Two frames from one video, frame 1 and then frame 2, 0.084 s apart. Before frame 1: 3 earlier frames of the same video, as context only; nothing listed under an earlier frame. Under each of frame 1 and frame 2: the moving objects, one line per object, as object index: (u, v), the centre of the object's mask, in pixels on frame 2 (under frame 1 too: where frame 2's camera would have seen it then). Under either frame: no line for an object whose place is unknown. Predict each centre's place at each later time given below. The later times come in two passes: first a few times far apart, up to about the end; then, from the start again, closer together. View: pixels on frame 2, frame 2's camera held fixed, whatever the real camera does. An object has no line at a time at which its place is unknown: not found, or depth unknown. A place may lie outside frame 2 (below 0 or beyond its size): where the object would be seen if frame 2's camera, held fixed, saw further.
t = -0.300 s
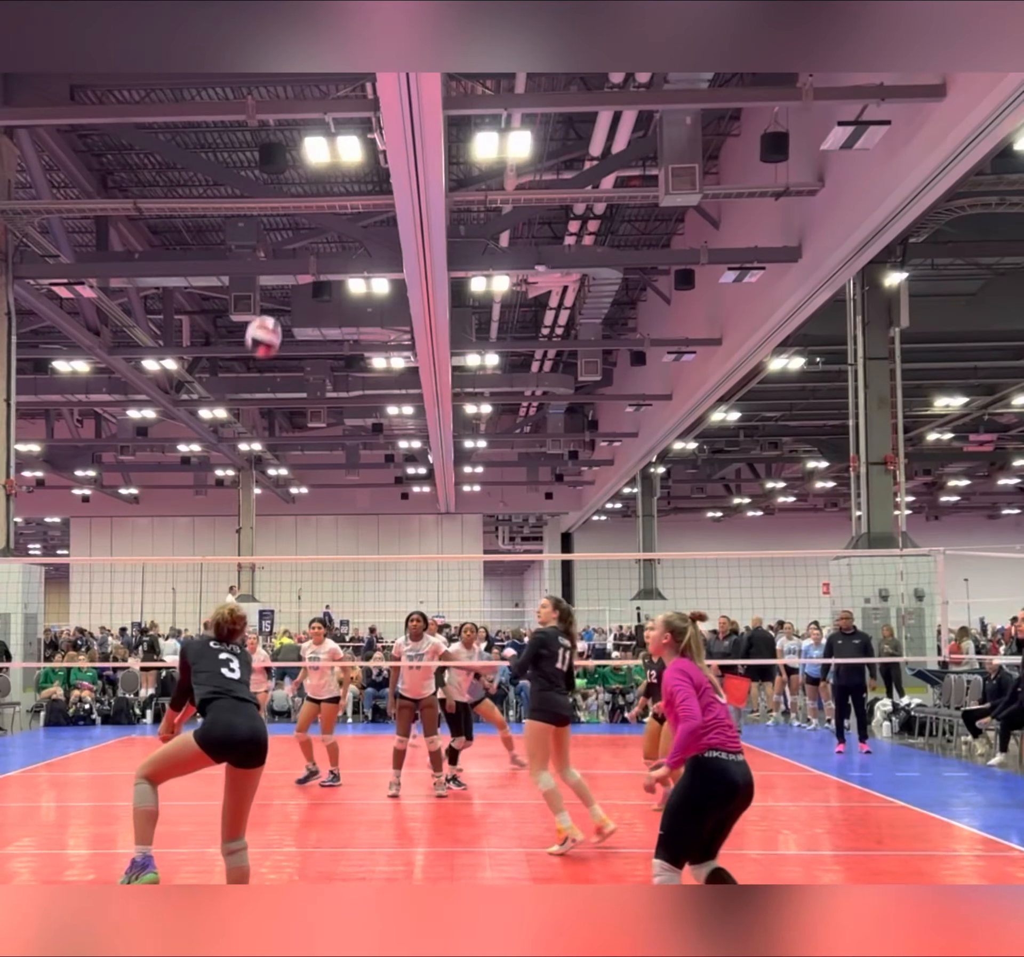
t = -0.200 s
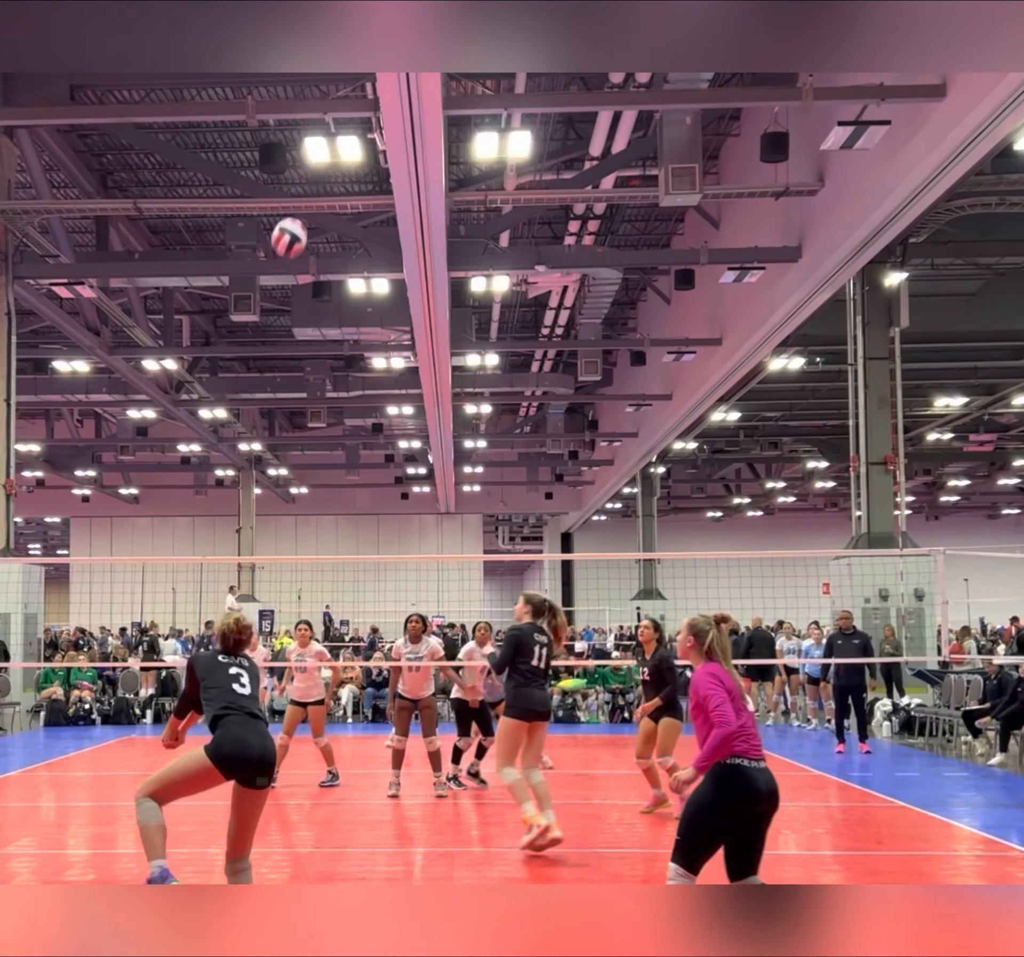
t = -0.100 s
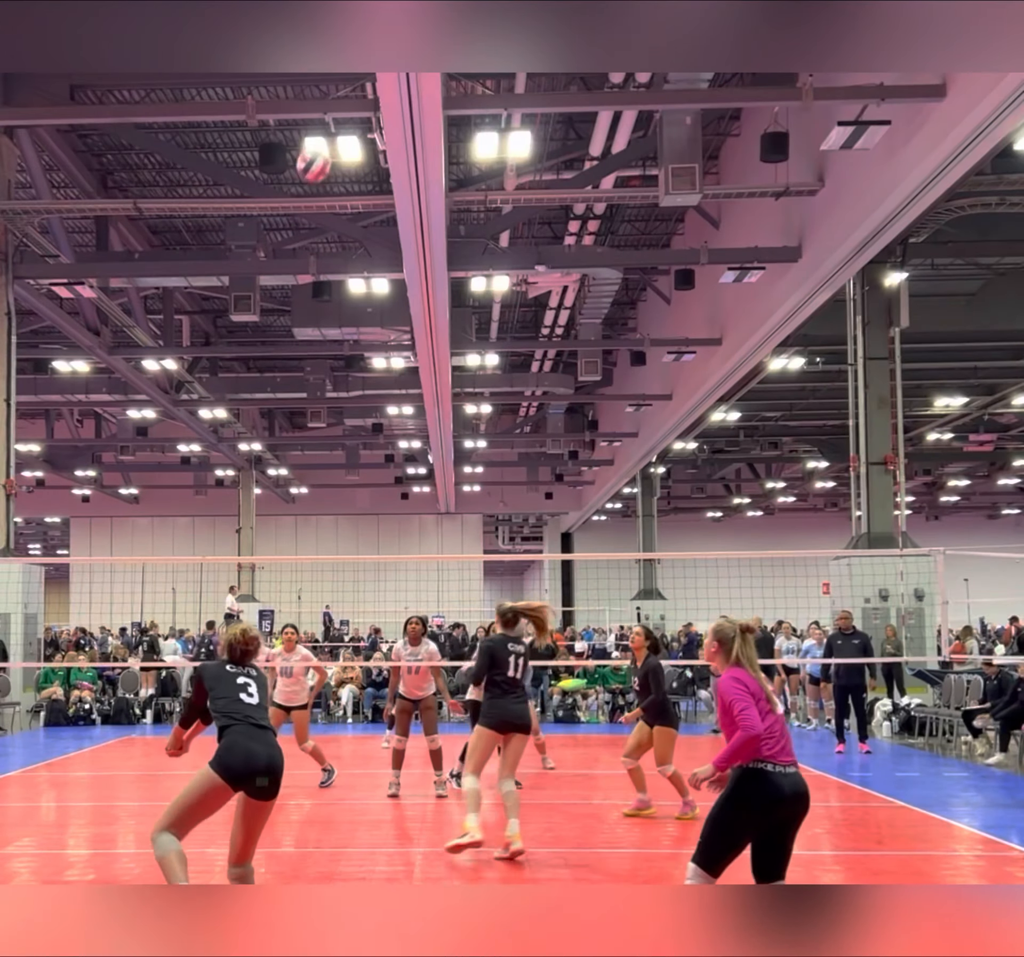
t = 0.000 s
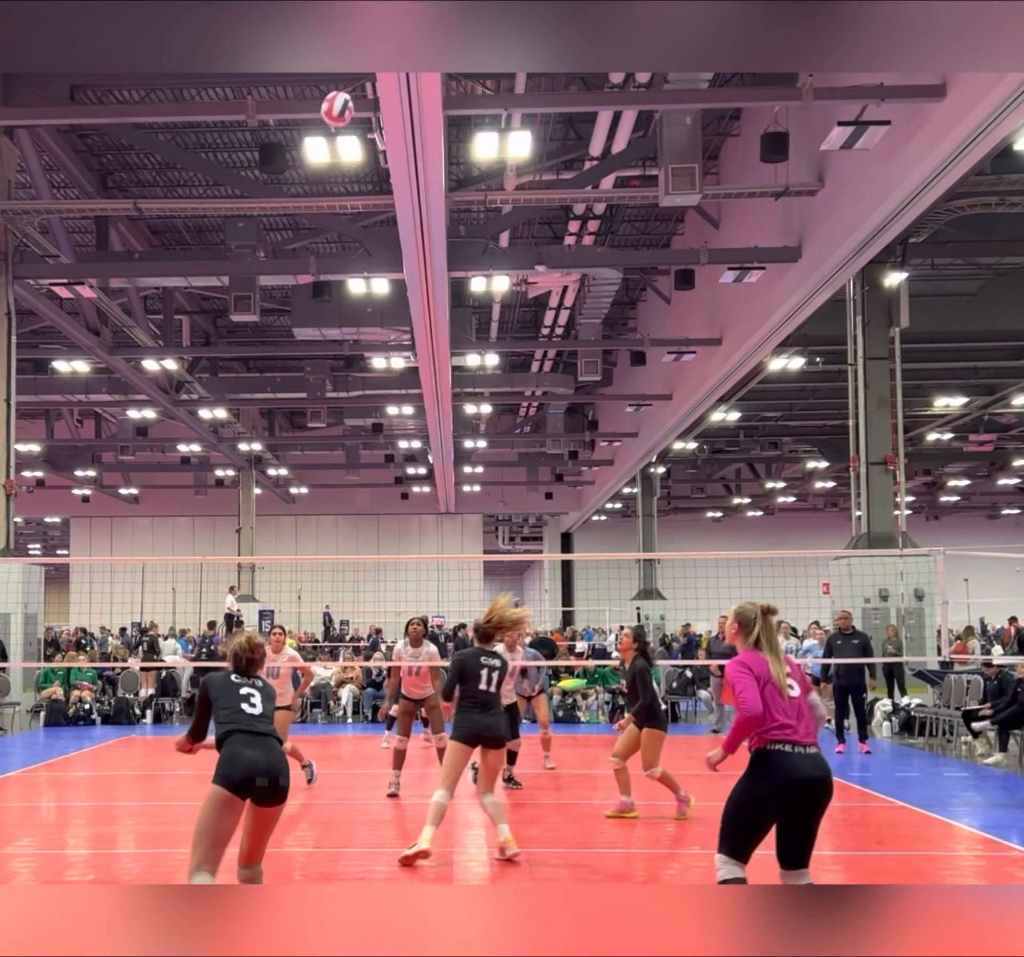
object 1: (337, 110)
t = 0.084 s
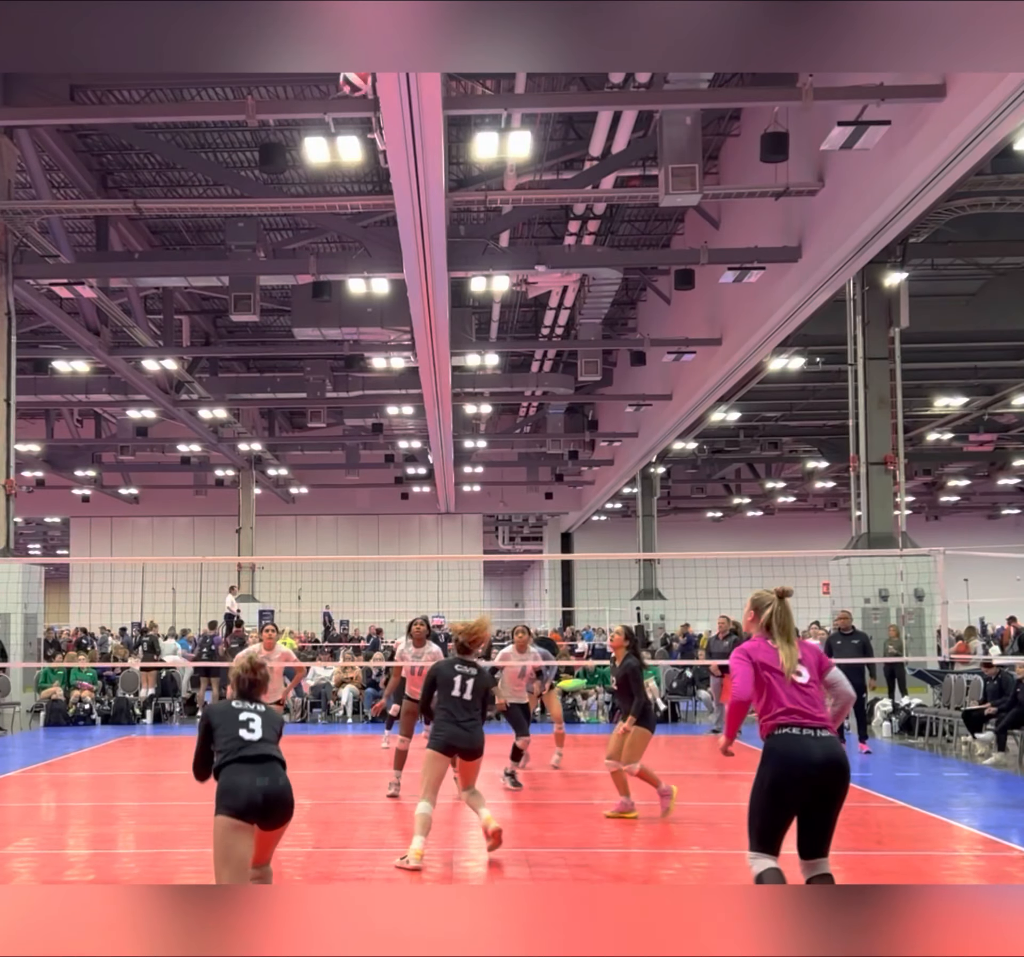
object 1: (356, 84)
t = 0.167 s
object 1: (371, 74)
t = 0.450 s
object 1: (427, 76)
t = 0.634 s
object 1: (458, 123)
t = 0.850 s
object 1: (491, 233)
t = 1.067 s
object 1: (519, 385)
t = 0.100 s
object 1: (359, 80)
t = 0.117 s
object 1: (362, 79)
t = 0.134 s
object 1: (365, 77)
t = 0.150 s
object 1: (368, 76)
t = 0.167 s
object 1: (371, 74)
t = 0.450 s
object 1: (427, 76)
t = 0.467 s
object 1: (431, 78)
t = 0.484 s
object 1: (433, 79)
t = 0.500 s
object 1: (436, 81)
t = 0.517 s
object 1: (440, 84)
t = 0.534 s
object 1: (442, 87)
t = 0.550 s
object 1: (445, 92)
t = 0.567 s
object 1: (448, 97)
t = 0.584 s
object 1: (450, 103)
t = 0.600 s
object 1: (453, 110)
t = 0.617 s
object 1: (456, 116)
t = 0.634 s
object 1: (458, 123)
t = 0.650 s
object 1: (461, 130)
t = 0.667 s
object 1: (463, 137)
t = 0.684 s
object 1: (464, 144)
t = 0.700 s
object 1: (467, 152)
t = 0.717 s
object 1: (471, 161)
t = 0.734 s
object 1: (474, 169)
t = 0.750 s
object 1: (477, 177)
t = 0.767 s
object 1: (479, 185)
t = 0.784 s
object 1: (481, 195)
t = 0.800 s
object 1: (484, 205)
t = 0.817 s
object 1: (487, 214)
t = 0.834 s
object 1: (489, 224)
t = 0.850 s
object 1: (491, 233)
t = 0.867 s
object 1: (494, 244)
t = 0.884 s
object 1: (496, 255)
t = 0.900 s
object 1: (498, 264)
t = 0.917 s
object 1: (500, 276)
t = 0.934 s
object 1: (503, 288)
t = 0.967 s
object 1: (506, 310)
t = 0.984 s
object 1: (509, 322)
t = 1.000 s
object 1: (510, 334)
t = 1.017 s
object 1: (513, 347)
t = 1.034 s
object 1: (515, 360)
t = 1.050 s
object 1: (516, 373)
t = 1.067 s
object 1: (519, 385)
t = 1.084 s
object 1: (521, 398)
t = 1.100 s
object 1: (523, 411)
